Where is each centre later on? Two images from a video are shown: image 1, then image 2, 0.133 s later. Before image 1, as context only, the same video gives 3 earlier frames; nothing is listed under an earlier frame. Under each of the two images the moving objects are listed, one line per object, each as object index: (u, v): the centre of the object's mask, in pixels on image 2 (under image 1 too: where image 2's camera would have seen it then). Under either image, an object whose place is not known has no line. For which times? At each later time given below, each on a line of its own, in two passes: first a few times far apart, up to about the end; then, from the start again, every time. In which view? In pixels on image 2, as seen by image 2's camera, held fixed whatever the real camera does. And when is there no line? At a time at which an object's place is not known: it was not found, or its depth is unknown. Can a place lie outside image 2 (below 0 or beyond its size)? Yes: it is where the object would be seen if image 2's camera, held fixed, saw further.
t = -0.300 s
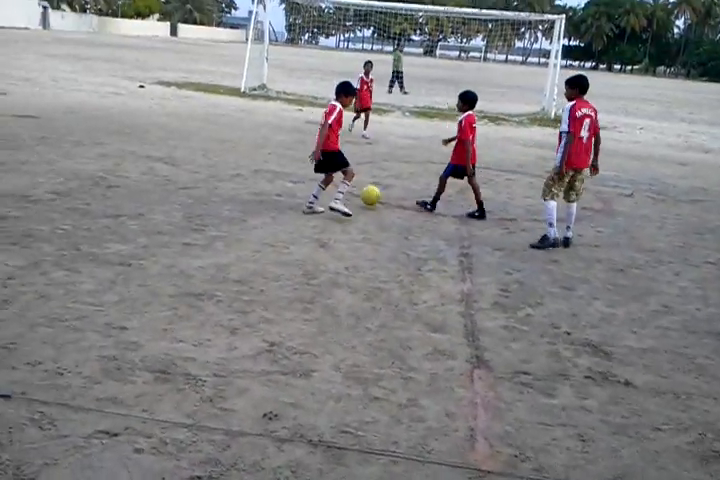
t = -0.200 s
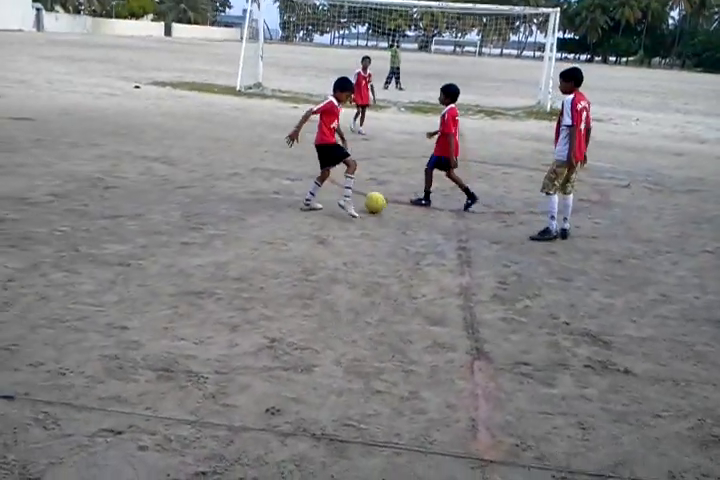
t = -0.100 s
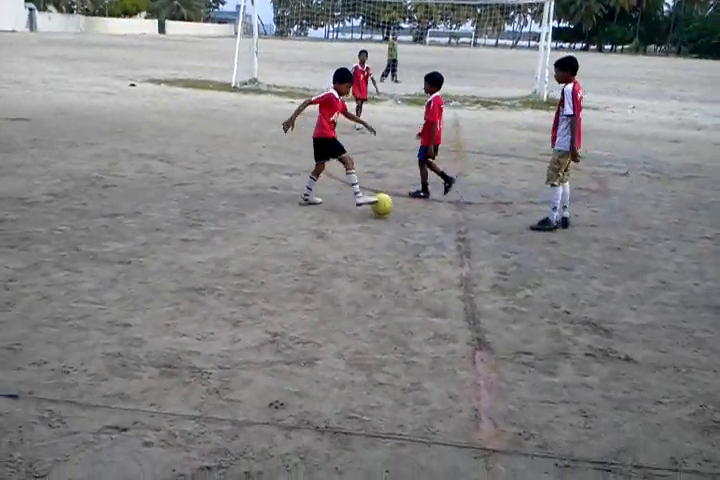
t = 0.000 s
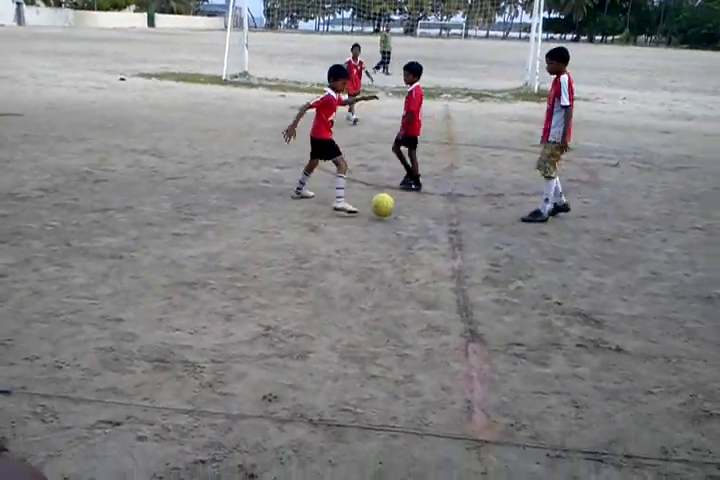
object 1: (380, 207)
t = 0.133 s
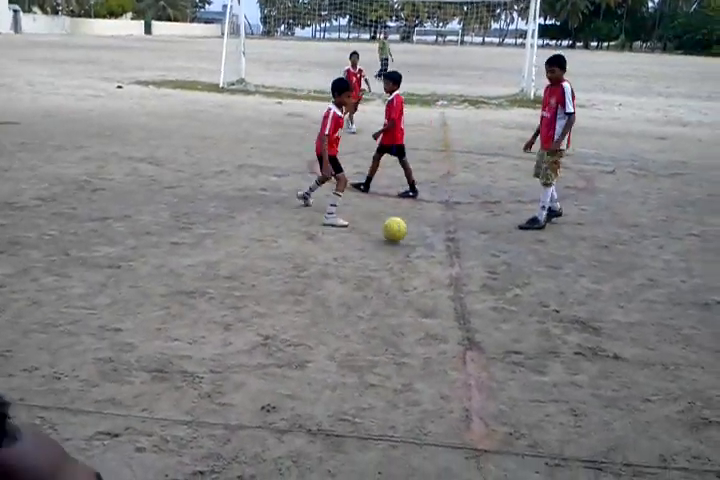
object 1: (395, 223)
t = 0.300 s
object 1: (418, 242)
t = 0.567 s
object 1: (463, 289)
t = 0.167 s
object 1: (398, 229)
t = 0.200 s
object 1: (402, 231)
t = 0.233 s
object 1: (407, 234)
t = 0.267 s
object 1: (412, 240)
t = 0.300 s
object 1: (418, 242)
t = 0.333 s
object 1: (422, 246)
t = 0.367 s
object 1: (427, 257)
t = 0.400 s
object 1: (432, 264)
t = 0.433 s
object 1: (438, 269)
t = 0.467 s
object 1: (445, 275)
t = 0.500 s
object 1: (451, 279)
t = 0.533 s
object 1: (457, 283)
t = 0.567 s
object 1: (463, 289)
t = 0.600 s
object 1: (471, 294)
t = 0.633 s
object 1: (479, 300)
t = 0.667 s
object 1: (486, 308)
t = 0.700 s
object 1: (495, 315)
